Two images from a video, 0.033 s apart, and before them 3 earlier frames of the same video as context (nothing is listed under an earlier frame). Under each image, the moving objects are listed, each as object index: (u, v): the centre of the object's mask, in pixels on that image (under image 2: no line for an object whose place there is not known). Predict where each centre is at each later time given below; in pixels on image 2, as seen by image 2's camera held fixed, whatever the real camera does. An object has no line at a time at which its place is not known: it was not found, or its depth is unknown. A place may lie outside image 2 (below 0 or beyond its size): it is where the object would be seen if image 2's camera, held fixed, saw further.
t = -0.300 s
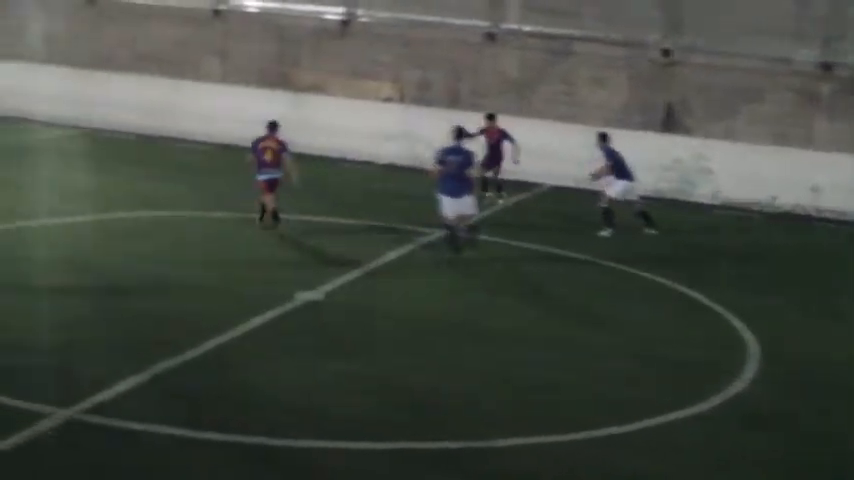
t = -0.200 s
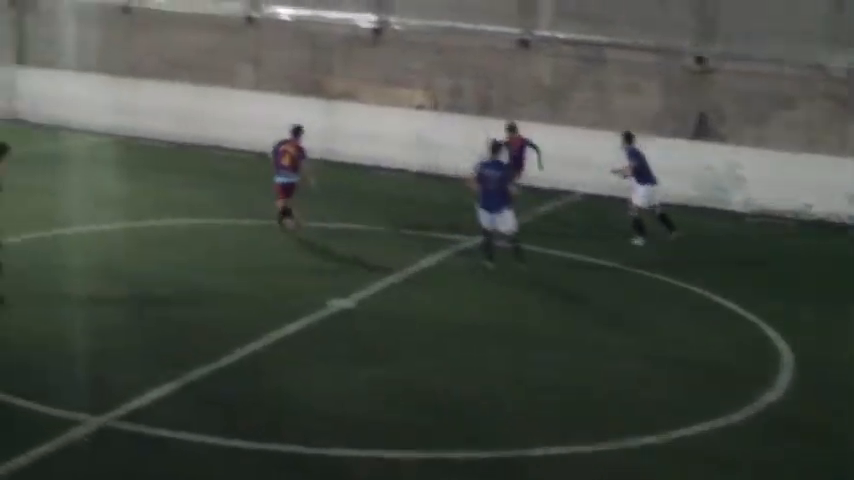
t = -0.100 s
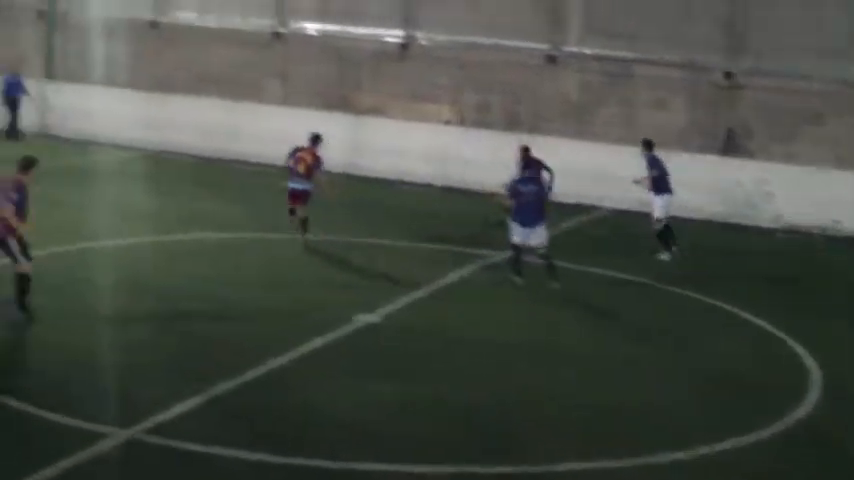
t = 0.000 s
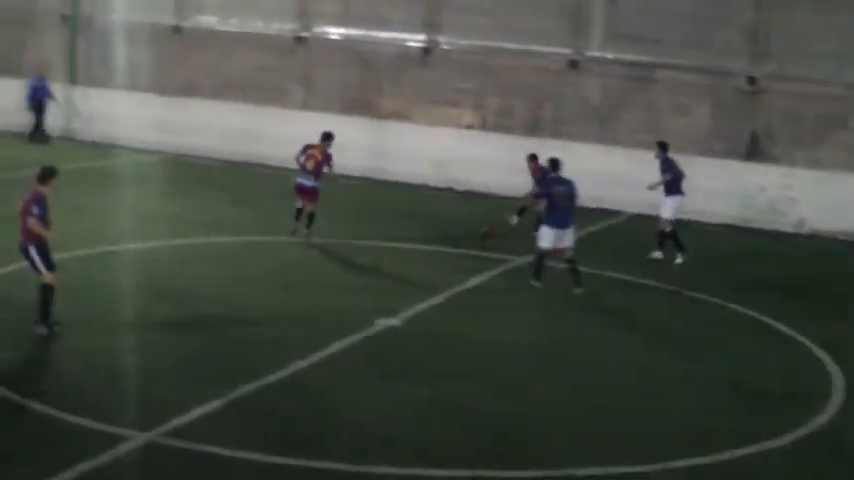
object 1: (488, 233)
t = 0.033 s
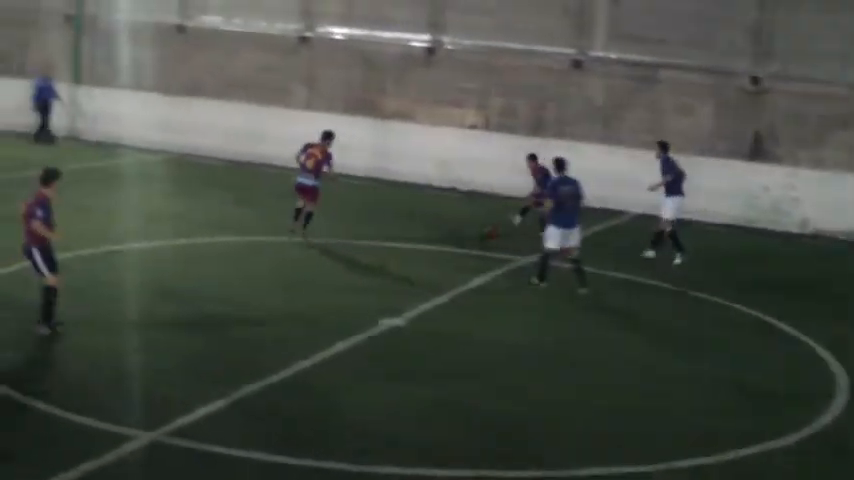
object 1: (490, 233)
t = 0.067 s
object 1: (469, 245)
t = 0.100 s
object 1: (454, 244)
